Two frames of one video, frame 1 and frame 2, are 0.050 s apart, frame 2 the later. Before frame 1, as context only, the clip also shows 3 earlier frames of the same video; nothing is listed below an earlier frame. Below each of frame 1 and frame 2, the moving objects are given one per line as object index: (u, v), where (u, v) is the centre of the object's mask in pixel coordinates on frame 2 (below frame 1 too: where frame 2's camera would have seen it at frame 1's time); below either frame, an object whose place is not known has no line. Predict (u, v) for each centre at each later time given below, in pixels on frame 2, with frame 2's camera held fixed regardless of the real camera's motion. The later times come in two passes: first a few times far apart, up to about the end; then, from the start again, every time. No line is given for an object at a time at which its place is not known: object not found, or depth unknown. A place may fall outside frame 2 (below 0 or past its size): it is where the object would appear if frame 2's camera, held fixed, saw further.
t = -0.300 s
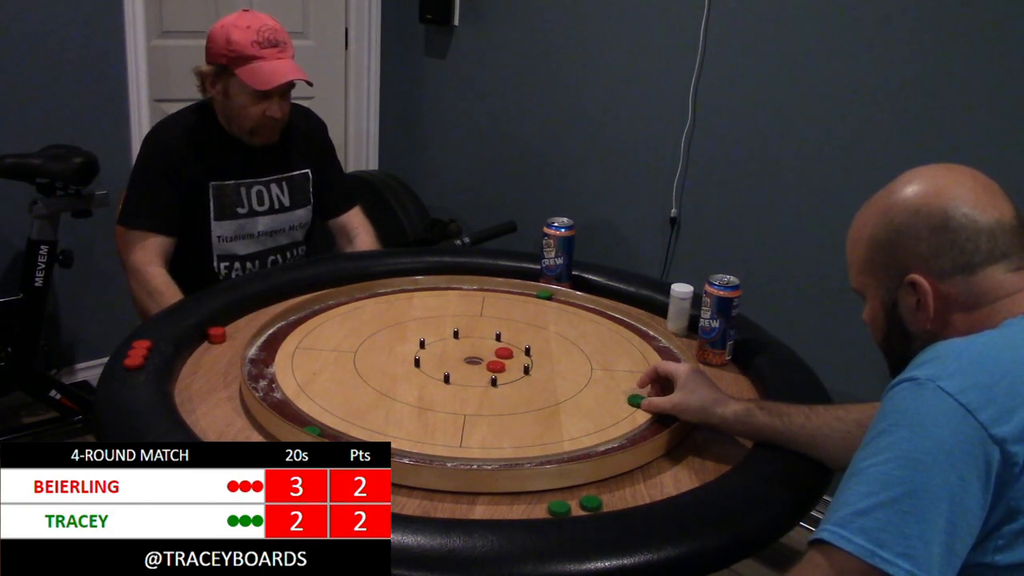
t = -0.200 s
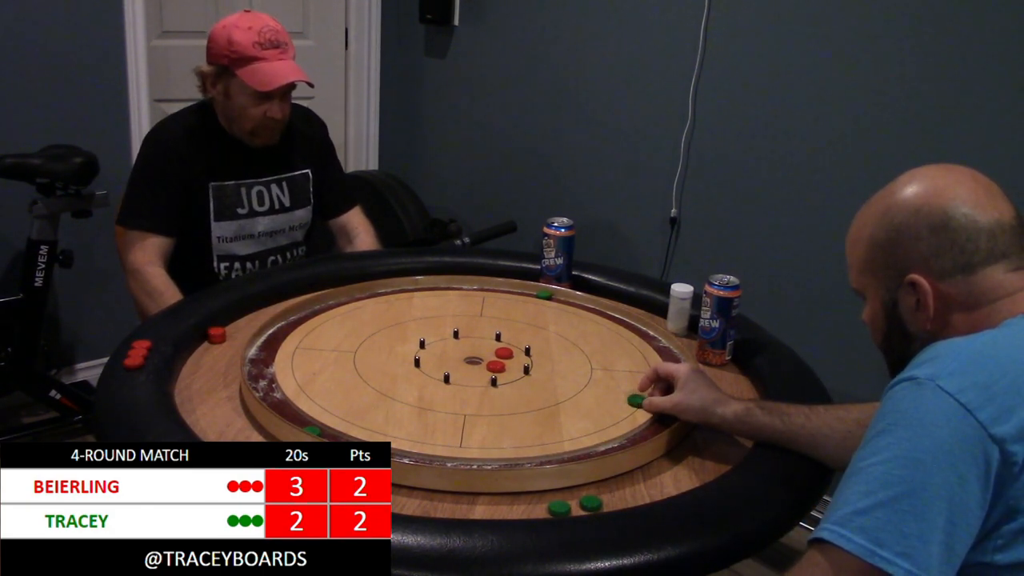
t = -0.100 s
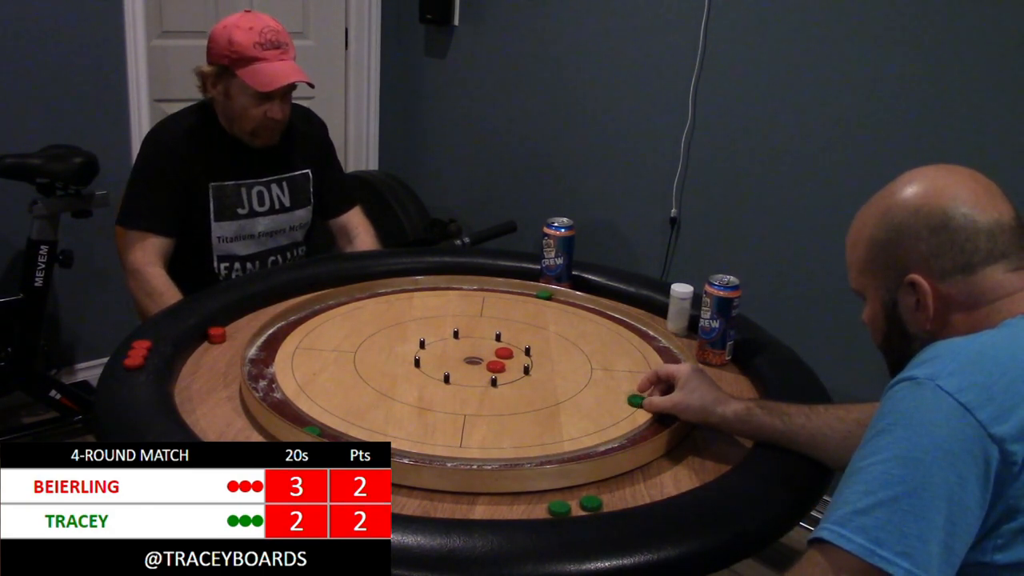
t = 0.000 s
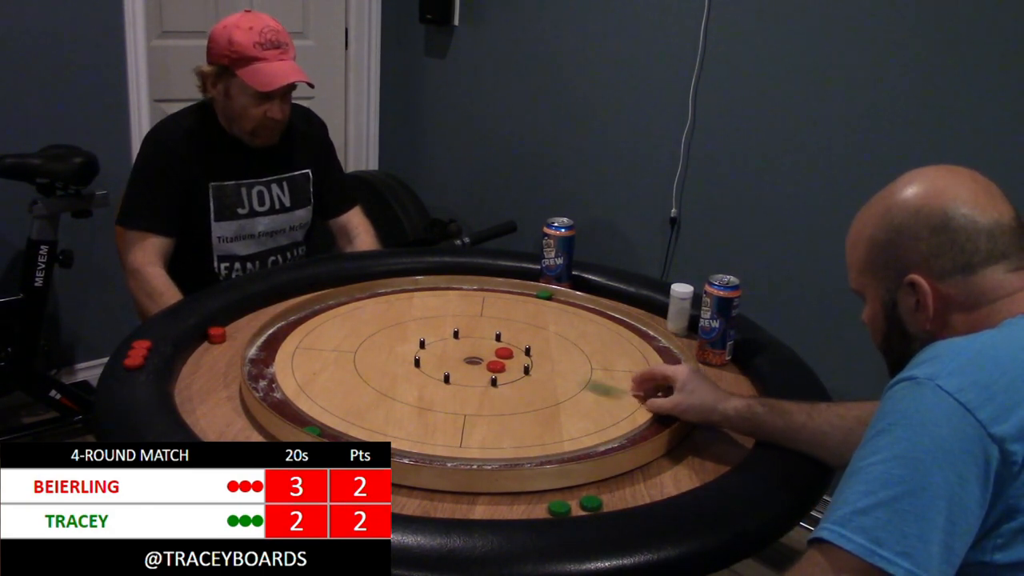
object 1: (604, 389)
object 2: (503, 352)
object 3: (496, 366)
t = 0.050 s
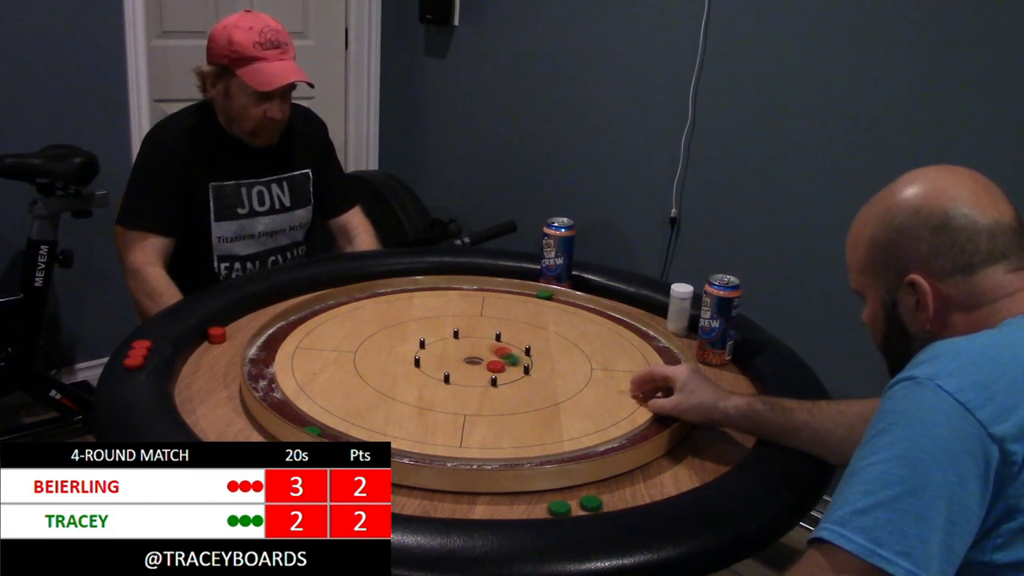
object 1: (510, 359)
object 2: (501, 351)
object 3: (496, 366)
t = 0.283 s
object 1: (413, 336)
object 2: (376, 286)
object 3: (445, 394)
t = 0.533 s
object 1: (350, 320)
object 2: (365, 293)
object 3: (408, 418)
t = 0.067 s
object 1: (502, 358)
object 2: (483, 341)
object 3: (494, 367)
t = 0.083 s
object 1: (494, 356)
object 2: (469, 332)
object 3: (490, 369)
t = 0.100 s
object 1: (486, 355)
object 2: (453, 322)
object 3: (484, 371)
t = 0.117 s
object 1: (479, 353)
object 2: (437, 313)
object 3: (481, 373)
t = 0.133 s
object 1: (472, 351)
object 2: (423, 306)
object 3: (477, 376)
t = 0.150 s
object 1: (464, 349)
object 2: (410, 298)
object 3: (472, 379)
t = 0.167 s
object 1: (457, 347)
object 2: (398, 290)
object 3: (469, 380)
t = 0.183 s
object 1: (451, 345)
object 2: (389, 288)
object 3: (465, 382)
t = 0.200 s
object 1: (444, 344)
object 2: (389, 289)
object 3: (462, 384)
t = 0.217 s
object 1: (437, 342)
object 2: (382, 286)
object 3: (458, 387)
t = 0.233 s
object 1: (432, 340)
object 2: (379, 285)
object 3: (455, 388)
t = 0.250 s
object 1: (426, 338)
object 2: (378, 284)
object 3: (452, 390)
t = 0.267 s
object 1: (418, 337)
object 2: (377, 284)
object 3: (449, 392)
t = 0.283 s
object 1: (413, 336)
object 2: (376, 286)
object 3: (445, 394)
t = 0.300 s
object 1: (408, 334)
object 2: (375, 287)
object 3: (442, 396)
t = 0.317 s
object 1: (403, 333)
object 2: (374, 287)
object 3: (440, 397)
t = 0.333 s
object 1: (398, 332)
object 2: (374, 289)
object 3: (437, 400)
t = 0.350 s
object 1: (393, 331)
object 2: (375, 288)
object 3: (434, 401)
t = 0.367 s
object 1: (388, 329)
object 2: (375, 290)
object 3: (431, 403)
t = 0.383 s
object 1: (384, 328)
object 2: (373, 291)
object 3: (428, 404)
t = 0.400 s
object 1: (379, 327)
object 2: (372, 291)
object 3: (426, 407)
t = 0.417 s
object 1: (375, 326)
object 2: (371, 292)
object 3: (423, 408)
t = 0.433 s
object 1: (371, 325)
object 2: (368, 292)
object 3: (420, 410)
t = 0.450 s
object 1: (367, 324)
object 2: (368, 291)
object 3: (419, 411)
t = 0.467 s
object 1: (363, 323)
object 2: (367, 291)
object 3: (416, 413)
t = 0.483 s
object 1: (360, 322)
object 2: (365, 291)
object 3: (414, 414)
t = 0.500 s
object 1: (356, 321)
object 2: (365, 291)
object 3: (412, 416)
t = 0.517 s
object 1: (353, 320)
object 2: (365, 292)
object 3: (410, 417)
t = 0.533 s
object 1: (350, 320)
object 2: (365, 293)
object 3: (408, 418)
